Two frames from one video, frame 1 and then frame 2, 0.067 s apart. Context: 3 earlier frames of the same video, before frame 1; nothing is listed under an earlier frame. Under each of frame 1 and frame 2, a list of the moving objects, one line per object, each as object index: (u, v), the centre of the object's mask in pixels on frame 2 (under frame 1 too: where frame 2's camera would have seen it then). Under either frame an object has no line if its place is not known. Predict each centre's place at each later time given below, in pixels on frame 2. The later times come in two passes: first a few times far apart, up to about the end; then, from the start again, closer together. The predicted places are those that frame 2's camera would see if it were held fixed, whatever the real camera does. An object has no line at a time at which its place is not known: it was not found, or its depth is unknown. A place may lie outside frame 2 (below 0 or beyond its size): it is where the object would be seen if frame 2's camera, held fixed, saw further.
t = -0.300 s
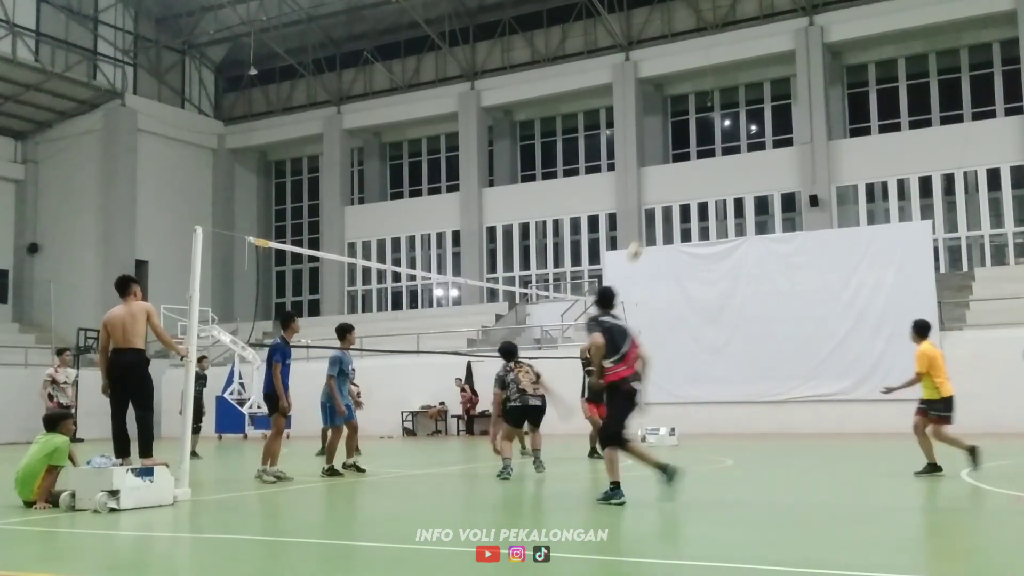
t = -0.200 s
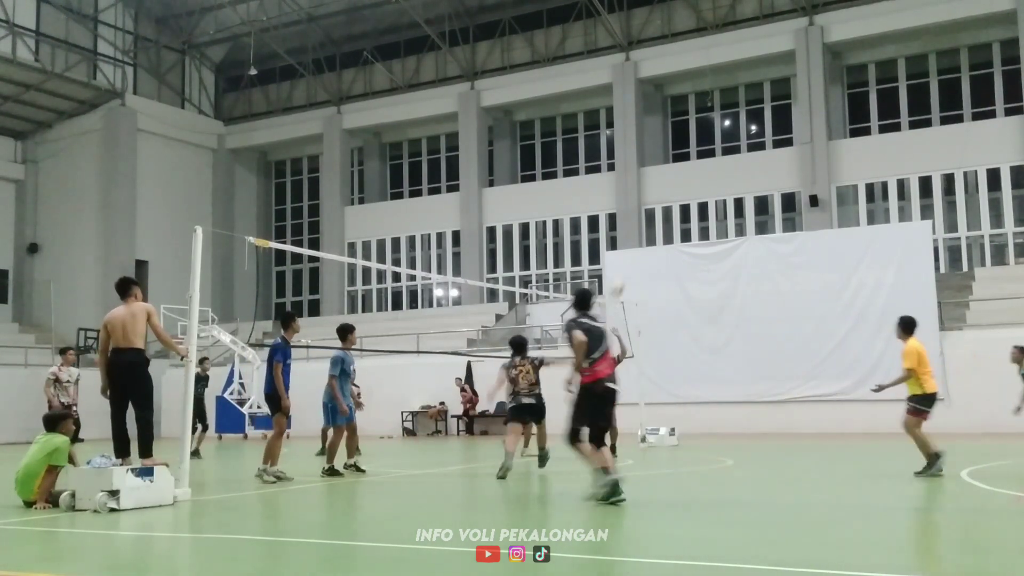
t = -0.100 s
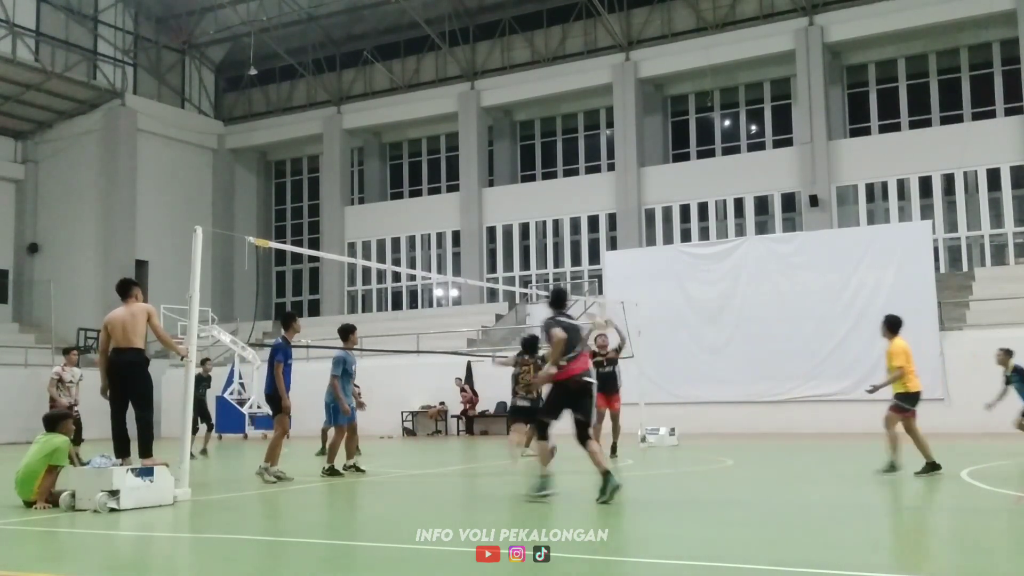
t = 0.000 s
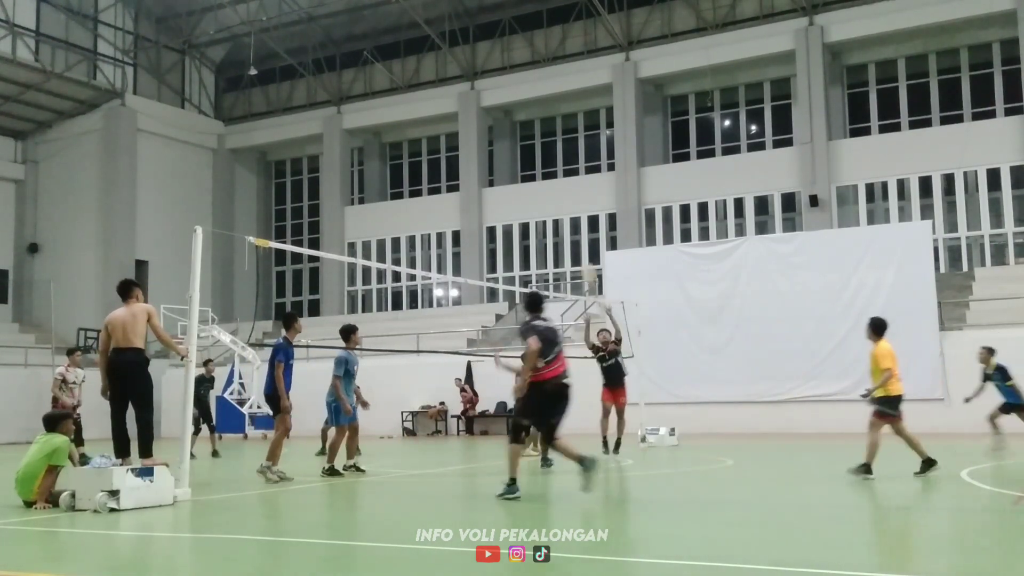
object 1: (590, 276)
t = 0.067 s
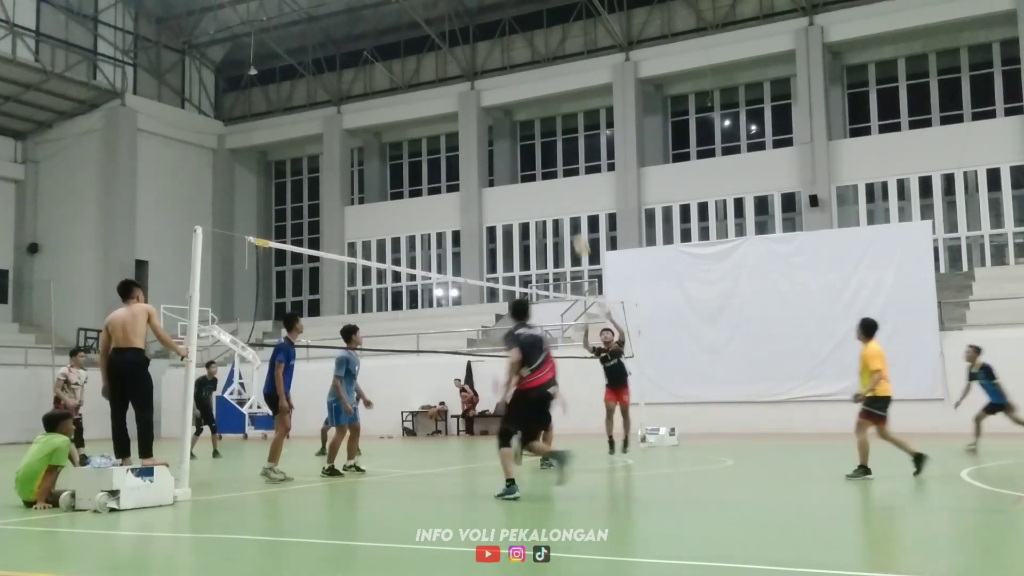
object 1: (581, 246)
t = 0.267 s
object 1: (556, 169)
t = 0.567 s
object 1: (517, 105)
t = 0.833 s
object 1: (478, 104)
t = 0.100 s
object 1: (576, 230)
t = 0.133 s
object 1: (574, 222)
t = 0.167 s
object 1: (570, 206)
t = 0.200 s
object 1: (565, 193)
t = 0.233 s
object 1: (561, 179)
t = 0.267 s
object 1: (556, 169)
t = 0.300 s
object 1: (553, 160)
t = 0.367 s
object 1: (545, 142)
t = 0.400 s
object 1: (540, 133)
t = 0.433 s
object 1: (535, 126)
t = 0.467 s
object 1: (530, 120)
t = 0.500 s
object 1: (526, 114)
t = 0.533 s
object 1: (522, 110)
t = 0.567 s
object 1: (517, 105)
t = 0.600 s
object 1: (512, 102)
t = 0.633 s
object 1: (508, 100)
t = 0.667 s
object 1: (503, 98)
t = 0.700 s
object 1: (498, 97)
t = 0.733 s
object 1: (493, 98)
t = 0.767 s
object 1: (488, 99)
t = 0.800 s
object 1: (483, 101)
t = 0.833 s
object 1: (478, 104)
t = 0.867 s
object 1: (473, 108)
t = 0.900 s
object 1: (468, 113)
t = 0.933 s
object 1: (463, 119)
